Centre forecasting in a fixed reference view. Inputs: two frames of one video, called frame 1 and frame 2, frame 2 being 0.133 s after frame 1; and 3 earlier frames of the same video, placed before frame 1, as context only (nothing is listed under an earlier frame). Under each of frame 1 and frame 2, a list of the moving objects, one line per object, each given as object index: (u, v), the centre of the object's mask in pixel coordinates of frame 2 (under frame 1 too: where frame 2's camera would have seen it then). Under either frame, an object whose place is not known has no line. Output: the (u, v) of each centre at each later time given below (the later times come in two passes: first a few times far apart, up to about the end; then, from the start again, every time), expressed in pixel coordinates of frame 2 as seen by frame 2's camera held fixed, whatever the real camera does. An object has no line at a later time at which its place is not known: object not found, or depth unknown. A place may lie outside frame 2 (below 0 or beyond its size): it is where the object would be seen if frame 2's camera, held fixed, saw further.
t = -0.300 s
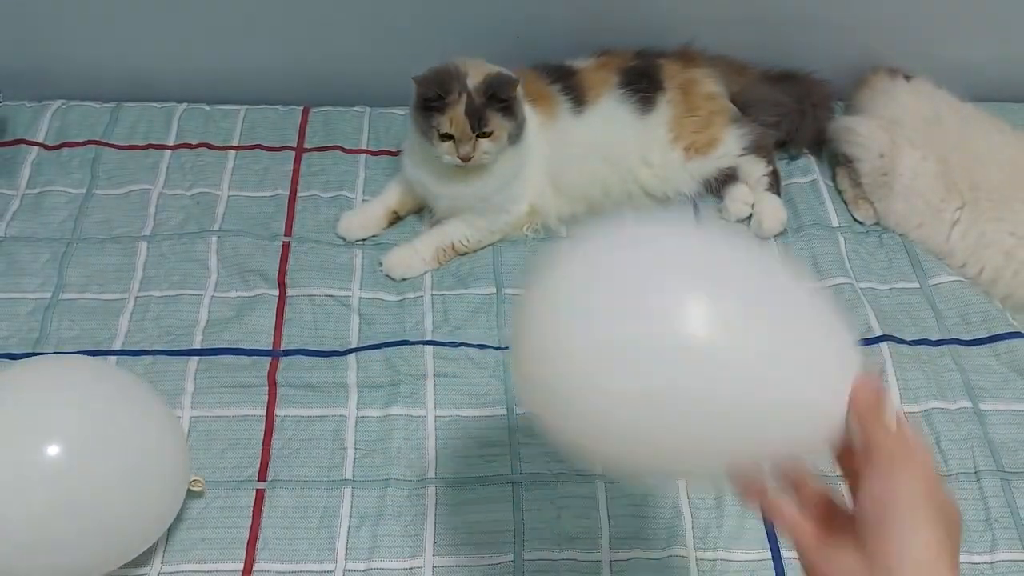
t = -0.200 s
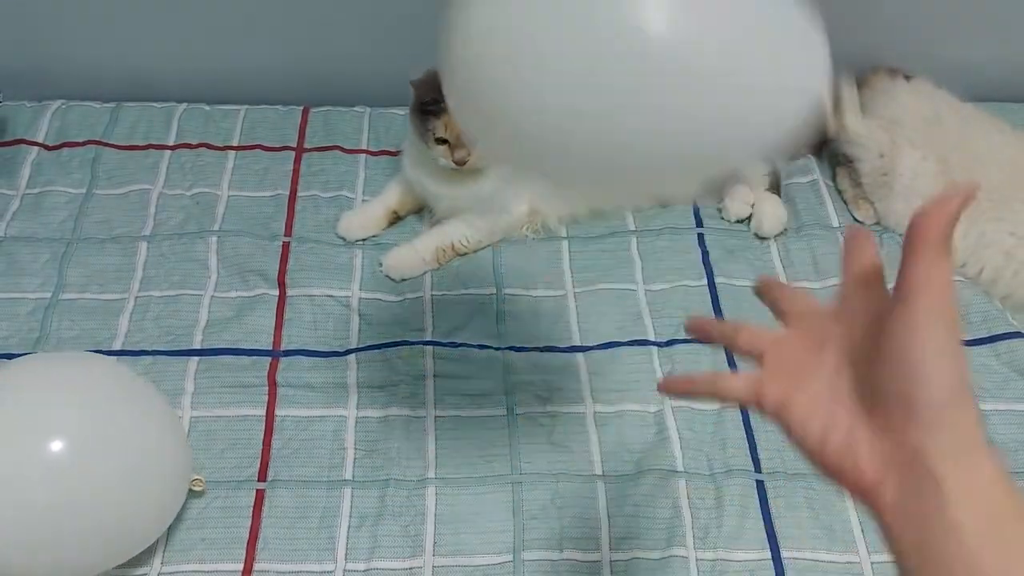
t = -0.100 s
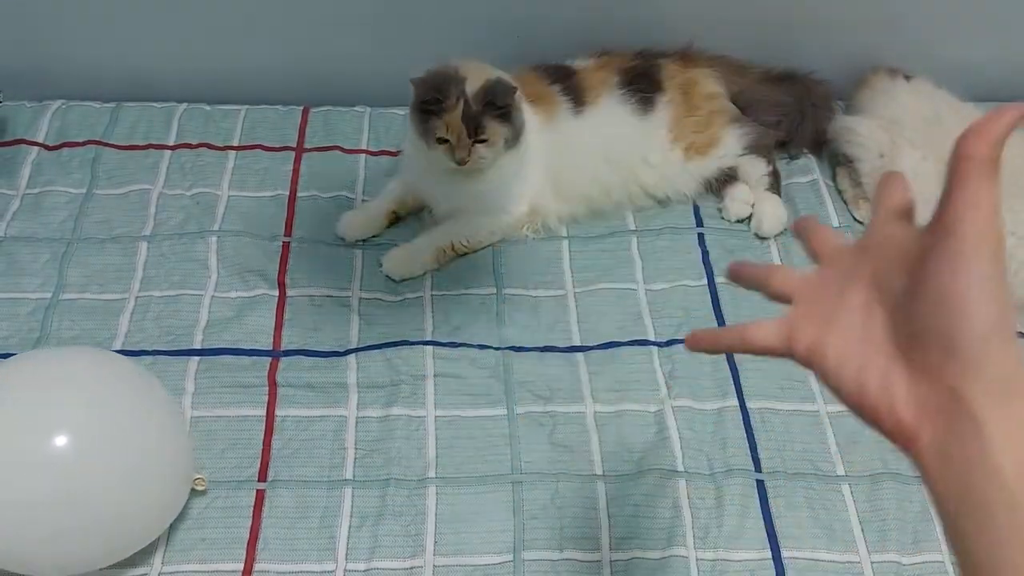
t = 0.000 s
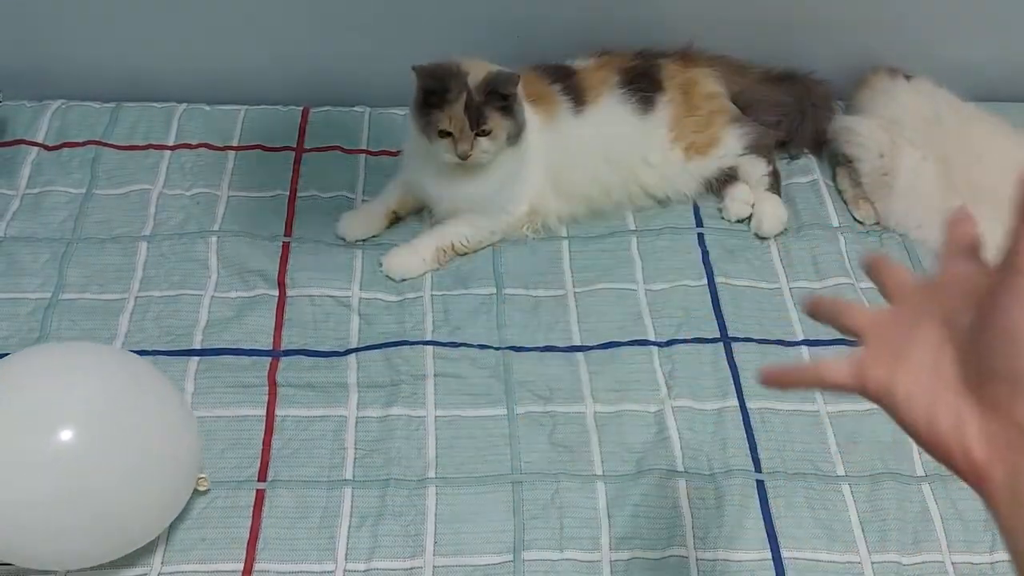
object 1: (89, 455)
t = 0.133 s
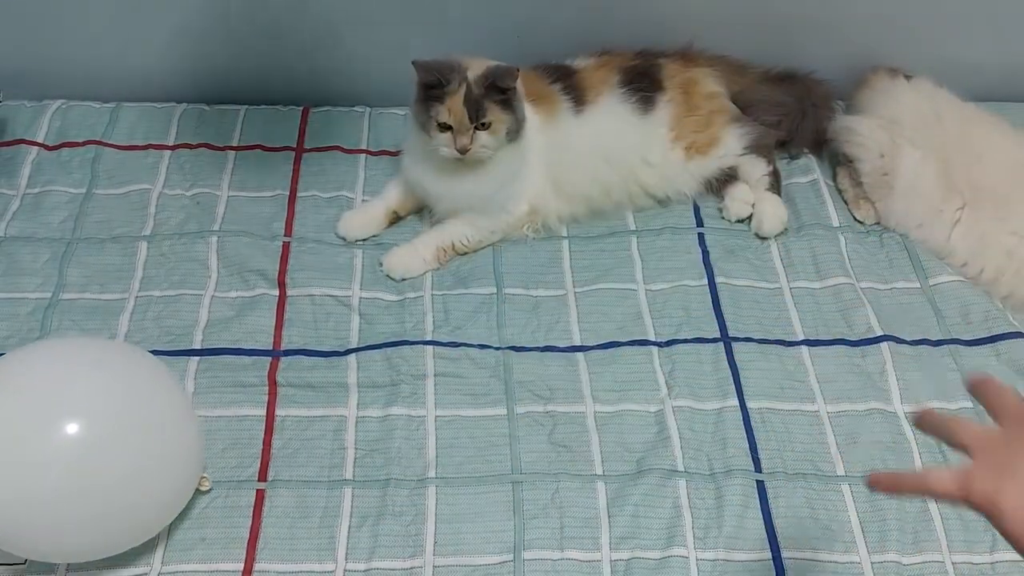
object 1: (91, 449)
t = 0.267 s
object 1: (94, 444)
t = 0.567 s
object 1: (96, 438)
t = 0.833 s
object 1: (96, 430)
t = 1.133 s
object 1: (96, 427)
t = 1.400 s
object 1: (95, 435)
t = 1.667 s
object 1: (94, 483)
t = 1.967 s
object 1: (93, 512)
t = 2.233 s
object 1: (96, 516)
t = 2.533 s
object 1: (102, 503)
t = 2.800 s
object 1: (100, 486)
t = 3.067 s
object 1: (94, 471)
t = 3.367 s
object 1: (90, 453)
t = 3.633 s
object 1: (90, 451)
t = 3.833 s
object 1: (91, 460)
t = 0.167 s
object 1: (92, 448)
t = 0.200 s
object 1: (92, 446)
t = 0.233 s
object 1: (93, 446)
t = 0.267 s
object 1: (94, 444)
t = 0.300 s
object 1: (94, 444)
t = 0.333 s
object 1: (94, 442)
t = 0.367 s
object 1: (95, 441)
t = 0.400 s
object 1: (95, 441)
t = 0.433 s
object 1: (96, 440)
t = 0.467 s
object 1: (96, 440)
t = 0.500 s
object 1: (96, 439)
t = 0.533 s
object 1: (96, 438)
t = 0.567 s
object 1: (96, 438)
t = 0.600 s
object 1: (96, 437)
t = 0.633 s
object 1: (96, 436)
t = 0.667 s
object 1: (96, 435)
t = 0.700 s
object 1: (96, 434)
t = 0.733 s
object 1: (96, 433)
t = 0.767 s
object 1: (96, 432)
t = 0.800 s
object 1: (96, 431)
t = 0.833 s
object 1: (96, 430)
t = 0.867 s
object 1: (96, 430)
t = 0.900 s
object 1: (96, 429)
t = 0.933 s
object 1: (96, 428)
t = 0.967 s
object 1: (96, 428)
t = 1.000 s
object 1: (96, 428)
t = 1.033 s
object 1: (96, 427)
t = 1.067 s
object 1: (96, 427)
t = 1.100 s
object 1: (96, 427)
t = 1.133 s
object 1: (96, 427)
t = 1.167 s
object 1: (96, 428)
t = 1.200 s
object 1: (96, 428)
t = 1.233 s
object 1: (96, 429)
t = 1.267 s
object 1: (96, 430)
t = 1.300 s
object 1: (96, 431)
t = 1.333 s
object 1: (96, 432)
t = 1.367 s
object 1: (96, 433)
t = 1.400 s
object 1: (95, 435)
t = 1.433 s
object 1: (95, 437)
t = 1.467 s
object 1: (95, 444)
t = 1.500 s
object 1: (94, 453)
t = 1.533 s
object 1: (94, 461)
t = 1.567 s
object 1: (94, 467)
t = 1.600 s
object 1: (94, 473)
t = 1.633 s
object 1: (94, 478)
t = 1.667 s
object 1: (94, 483)
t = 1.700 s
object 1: (93, 488)
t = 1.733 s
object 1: (93, 492)
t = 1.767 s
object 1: (93, 496)
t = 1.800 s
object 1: (93, 500)
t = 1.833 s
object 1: (92, 503)
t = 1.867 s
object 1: (92, 505)
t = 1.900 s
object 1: (92, 507)
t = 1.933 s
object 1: (92, 510)
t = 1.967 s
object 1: (93, 512)
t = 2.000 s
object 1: (94, 513)
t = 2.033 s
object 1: (94, 514)
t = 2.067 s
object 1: (94, 515)
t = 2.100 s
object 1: (95, 515)
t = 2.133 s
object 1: (96, 515)
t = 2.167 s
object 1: (96, 516)
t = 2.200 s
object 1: (96, 516)
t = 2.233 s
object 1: (96, 516)
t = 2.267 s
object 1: (97, 516)
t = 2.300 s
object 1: (99, 514)
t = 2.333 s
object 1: (99, 513)
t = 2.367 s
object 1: (100, 512)
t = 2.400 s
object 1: (100, 510)
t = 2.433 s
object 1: (101, 509)
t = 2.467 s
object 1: (102, 507)
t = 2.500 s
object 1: (102, 505)
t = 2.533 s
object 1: (102, 503)
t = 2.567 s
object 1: (101, 501)
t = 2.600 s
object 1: (101, 499)
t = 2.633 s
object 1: (101, 497)
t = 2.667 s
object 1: (102, 494)
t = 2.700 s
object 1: (101, 492)
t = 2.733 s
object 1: (101, 490)
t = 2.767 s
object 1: (100, 488)
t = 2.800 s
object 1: (100, 486)
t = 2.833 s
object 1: (99, 484)
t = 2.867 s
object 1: (99, 482)
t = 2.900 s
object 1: (98, 480)
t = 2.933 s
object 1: (97, 478)
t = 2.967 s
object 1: (97, 476)
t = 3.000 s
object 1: (96, 474)
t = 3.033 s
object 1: (95, 472)
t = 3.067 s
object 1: (94, 471)
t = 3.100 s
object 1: (93, 469)
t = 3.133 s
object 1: (93, 467)
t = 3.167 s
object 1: (92, 464)
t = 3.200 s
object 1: (92, 462)
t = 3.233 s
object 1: (91, 460)
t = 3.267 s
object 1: (91, 458)
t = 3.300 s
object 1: (90, 456)
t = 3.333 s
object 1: (90, 454)
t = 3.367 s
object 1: (90, 453)
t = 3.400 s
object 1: (90, 452)
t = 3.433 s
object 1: (90, 451)
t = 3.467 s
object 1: (90, 450)
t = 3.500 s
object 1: (90, 450)
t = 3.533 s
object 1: (90, 450)
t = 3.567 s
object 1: (90, 450)
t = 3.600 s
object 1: (90, 450)
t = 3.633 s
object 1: (90, 451)
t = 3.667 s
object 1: (90, 452)
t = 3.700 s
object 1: (90, 453)
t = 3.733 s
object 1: (90, 454)
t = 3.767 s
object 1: (90, 456)
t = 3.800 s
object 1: (90, 459)
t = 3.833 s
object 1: (91, 460)
